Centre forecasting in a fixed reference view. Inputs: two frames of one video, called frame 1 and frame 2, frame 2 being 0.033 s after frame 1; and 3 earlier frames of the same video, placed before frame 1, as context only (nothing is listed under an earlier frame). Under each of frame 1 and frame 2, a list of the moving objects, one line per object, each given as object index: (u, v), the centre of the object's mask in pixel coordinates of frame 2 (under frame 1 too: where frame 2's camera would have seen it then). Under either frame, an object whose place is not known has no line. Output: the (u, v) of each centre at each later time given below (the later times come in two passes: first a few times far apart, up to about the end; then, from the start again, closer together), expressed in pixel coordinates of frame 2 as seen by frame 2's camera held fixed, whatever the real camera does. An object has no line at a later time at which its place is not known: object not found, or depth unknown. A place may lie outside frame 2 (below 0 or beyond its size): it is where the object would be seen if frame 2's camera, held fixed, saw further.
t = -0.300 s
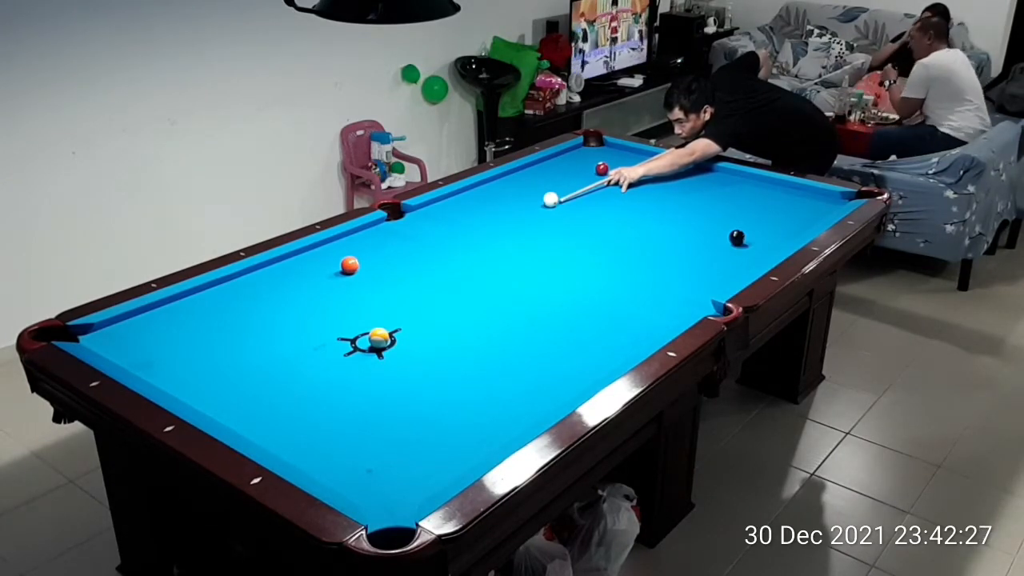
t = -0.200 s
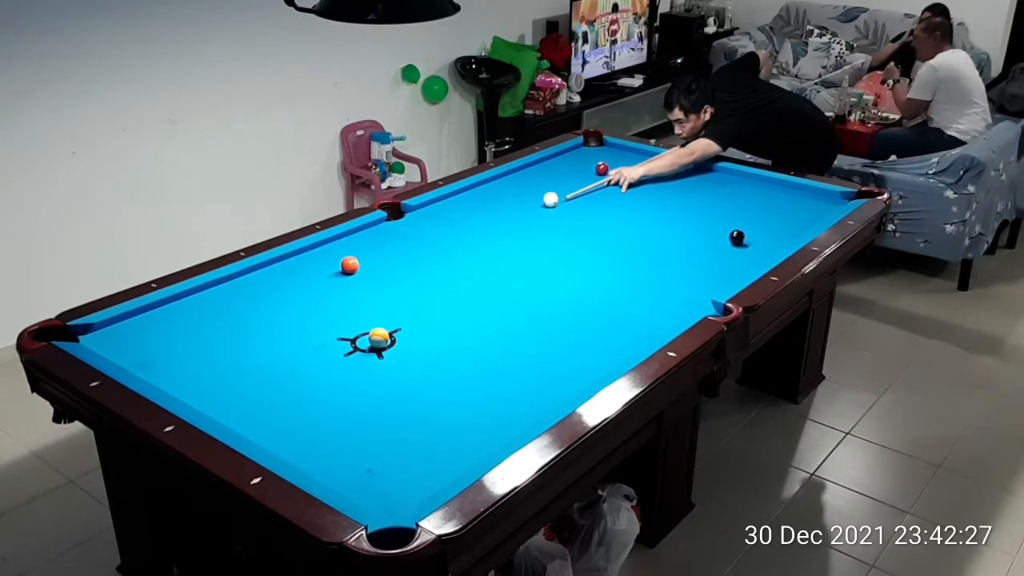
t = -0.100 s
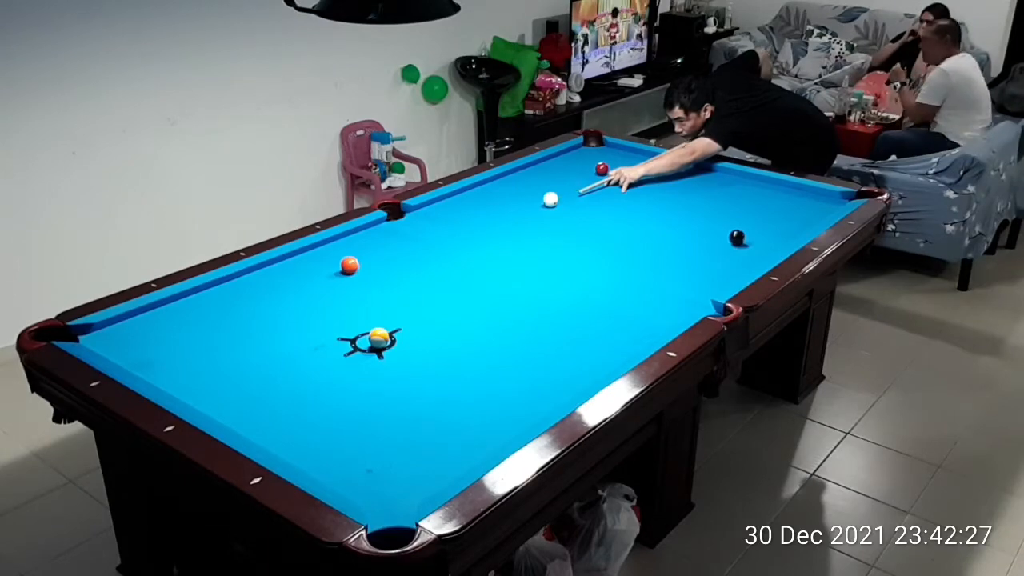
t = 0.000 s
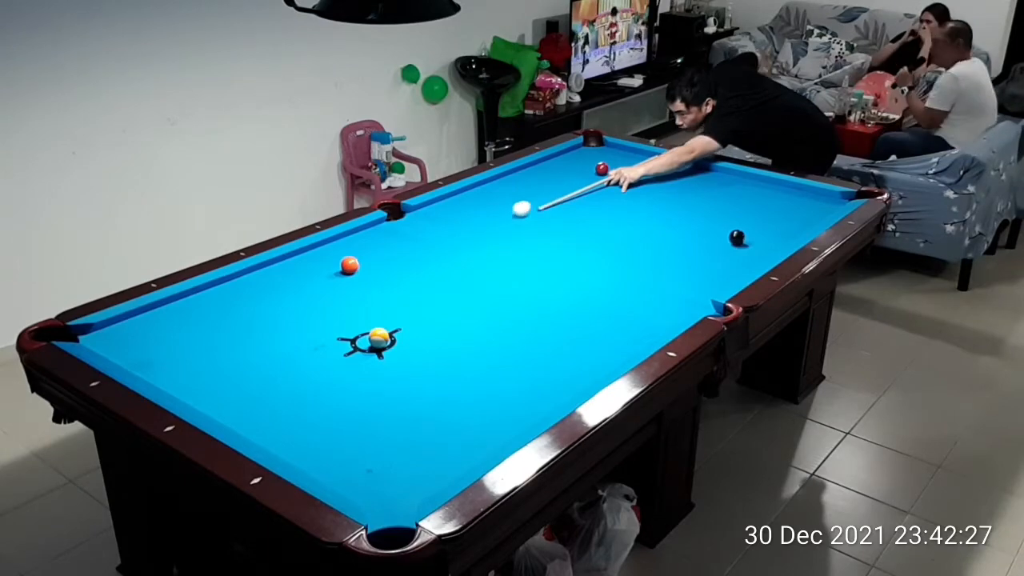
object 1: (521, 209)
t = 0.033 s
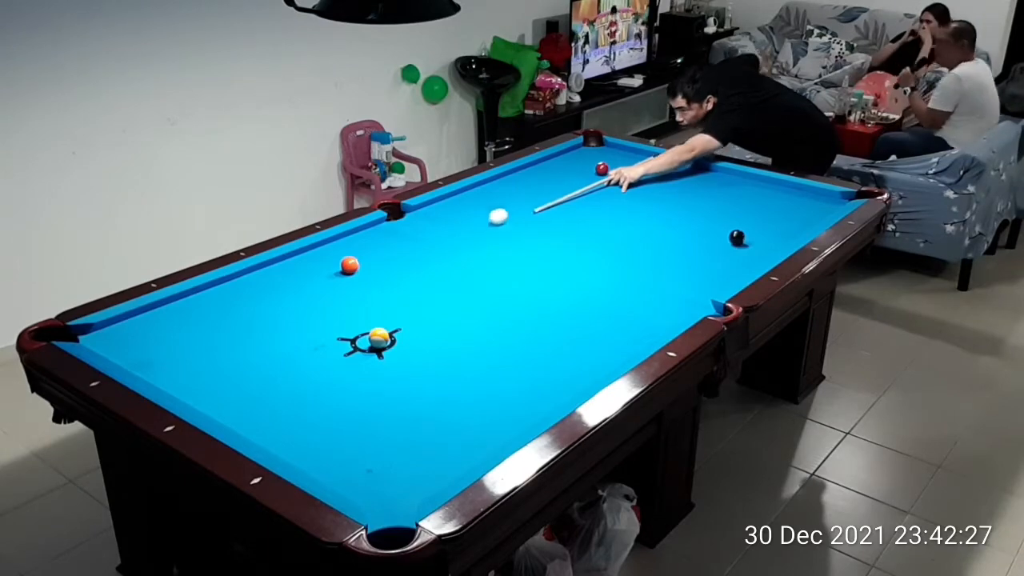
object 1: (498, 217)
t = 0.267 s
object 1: (367, 263)
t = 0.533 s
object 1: (384, 267)
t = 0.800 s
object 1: (399, 271)
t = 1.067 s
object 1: (413, 275)
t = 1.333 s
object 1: (425, 278)
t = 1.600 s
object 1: (436, 281)
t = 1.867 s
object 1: (445, 283)
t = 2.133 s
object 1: (454, 286)
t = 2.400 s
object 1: (461, 287)
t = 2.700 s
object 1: (466, 289)
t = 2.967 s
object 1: (469, 290)
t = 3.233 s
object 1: (471, 290)
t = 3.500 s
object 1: (471, 290)
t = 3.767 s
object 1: (471, 290)
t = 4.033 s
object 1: (471, 290)
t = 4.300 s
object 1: (471, 290)
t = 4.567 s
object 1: (471, 290)
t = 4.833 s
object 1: (474, 289)
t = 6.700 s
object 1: (471, 289)
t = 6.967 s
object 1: (471, 290)
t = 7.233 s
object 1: (471, 290)
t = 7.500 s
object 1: (471, 290)
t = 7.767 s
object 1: (471, 290)
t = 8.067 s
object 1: (471, 290)
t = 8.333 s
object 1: (471, 290)
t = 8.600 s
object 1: (471, 290)
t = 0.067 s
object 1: (474, 225)
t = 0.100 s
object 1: (450, 233)
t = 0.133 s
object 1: (425, 241)
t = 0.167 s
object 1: (401, 249)
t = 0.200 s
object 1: (376, 257)
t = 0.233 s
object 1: (366, 262)
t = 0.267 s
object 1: (367, 263)
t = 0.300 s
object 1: (369, 264)
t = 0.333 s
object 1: (372, 264)
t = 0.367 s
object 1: (374, 265)
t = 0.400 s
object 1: (376, 265)
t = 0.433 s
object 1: (378, 266)
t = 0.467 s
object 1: (380, 266)
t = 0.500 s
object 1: (382, 267)
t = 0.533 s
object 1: (384, 267)
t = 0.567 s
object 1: (386, 268)
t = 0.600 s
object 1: (388, 268)
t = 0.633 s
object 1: (390, 269)
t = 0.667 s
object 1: (391, 269)
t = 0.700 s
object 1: (393, 270)
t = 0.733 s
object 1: (395, 270)
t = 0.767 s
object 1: (397, 271)
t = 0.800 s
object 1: (399, 271)
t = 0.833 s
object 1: (401, 272)
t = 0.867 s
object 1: (403, 272)
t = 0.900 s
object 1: (404, 272)
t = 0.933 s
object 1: (406, 273)
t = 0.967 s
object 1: (408, 273)
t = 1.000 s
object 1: (409, 274)
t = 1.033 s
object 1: (411, 274)
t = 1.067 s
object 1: (413, 275)
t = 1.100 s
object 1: (414, 275)
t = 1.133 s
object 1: (416, 275)
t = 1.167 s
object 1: (417, 276)
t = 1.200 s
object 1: (419, 276)
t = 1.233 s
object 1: (421, 277)
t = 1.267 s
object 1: (422, 277)
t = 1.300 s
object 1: (424, 277)
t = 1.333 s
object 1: (425, 278)
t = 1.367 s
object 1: (426, 278)
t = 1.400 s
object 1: (428, 279)
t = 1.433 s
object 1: (429, 279)
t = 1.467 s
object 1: (431, 279)
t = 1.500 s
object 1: (432, 280)
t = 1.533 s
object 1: (433, 280)
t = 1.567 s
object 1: (435, 281)
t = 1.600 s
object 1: (436, 281)
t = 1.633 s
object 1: (437, 281)
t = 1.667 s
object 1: (438, 282)
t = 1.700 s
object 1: (439, 282)
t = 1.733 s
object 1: (441, 282)
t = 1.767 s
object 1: (442, 283)
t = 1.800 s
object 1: (443, 283)
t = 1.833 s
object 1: (444, 283)
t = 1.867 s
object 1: (445, 283)
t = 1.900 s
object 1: (446, 284)
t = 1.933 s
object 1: (448, 284)
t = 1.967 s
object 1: (448, 284)
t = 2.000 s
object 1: (449, 285)
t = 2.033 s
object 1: (451, 285)
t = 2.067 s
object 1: (452, 285)
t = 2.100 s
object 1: (453, 286)
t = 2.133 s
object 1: (454, 286)
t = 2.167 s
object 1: (455, 286)
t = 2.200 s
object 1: (456, 286)
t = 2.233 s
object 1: (457, 287)
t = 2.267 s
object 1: (458, 287)
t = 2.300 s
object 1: (458, 287)
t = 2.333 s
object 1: (459, 287)
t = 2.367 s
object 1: (460, 287)
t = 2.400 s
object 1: (461, 287)
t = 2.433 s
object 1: (461, 288)
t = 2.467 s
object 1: (462, 288)
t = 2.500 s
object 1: (463, 288)
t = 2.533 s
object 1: (463, 288)
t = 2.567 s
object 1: (464, 288)
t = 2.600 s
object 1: (464, 289)
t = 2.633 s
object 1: (465, 289)
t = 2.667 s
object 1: (466, 289)
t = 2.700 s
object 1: (466, 289)
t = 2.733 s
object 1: (466, 289)
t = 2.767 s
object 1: (467, 289)
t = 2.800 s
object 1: (467, 289)
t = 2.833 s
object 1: (468, 289)
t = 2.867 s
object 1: (468, 289)
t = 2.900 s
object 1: (469, 289)
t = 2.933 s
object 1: (469, 289)
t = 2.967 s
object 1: (469, 290)
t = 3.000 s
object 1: (469, 290)
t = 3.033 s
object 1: (470, 290)
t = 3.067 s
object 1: (470, 290)
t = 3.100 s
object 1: (470, 290)
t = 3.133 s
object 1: (471, 290)
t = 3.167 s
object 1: (471, 290)
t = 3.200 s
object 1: (471, 290)
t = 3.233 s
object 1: (471, 290)
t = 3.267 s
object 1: (471, 290)
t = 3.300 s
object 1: (471, 290)
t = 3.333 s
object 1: (471, 290)
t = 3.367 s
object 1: (471, 290)
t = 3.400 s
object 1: (471, 290)
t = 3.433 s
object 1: (471, 290)
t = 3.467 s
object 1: (471, 290)
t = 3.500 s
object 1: (471, 290)
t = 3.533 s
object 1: (471, 290)
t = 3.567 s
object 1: (471, 290)
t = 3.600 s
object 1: (471, 290)
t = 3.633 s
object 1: (471, 290)
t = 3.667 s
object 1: (471, 290)
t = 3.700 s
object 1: (471, 290)
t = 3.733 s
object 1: (471, 290)
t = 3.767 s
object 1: (471, 290)
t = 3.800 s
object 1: (471, 290)
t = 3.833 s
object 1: (471, 290)
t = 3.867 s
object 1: (471, 290)
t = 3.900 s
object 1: (471, 290)
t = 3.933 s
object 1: (471, 290)
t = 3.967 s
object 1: (471, 290)
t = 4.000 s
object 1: (471, 290)
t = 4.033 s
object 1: (471, 290)
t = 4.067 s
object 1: (471, 290)
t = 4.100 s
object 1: (471, 290)
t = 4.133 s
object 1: (471, 290)
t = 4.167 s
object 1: (471, 290)
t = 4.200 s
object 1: (471, 290)
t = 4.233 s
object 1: (471, 290)
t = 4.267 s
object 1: (471, 290)
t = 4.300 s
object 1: (471, 290)
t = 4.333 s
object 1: (471, 290)
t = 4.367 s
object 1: (471, 290)
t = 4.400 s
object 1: (471, 290)
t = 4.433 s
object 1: (471, 290)
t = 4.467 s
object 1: (471, 290)
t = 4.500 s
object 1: (471, 290)
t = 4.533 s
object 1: (471, 290)
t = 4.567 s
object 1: (471, 290)
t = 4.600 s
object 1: (471, 290)
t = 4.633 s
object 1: (471, 290)
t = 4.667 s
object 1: (471, 290)
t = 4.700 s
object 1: (470, 290)
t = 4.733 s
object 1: (471, 290)
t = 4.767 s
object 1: (471, 290)
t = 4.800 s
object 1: (468, 290)
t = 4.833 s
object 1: (474, 289)
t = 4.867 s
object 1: (471, 290)
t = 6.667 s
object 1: (471, 290)
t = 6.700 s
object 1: (471, 289)
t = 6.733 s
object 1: (471, 290)
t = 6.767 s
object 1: (471, 290)
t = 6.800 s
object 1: (471, 290)
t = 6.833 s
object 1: (471, 290)
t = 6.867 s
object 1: (471, 290)
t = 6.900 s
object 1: (471, 290)
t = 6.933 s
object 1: (471, 290)
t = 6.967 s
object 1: (471, 290)
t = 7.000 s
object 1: (471, 290)
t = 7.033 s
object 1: (471, 290)
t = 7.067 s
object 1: (471, 290)
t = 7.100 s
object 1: (471, 290)
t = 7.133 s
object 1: (471, 290)
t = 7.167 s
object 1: (471, 290)
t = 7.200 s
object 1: (471, 290)
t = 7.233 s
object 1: (471, 290)
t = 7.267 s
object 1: (471, 290)
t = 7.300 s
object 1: (471, 290)
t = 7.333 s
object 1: (471, 290)
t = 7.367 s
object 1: (471, 290)
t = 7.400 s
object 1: (471, 290)
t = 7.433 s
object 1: (471, 290)
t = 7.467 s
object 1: (471, 290)
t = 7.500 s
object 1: (471, 290)
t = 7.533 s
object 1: (471, 290)
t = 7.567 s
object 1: (471, 290)
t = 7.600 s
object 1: (471, 290)
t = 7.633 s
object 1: (471, 290)
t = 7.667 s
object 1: (471, 290)
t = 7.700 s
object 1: (471, 290)
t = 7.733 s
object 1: (471, 290)
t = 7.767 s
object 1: (471, 290)
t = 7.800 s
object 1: (471, 290)
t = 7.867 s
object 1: (471, 290)
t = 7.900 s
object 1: (471, 290)
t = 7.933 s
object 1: (471, 290)
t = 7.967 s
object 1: (471, 290)
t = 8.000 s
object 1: (471, 290)
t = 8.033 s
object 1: (471, 290)
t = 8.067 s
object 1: (471, 290)
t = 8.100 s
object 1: (471, 290)
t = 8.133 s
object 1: (471, 290)
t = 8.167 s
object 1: (471, 290)
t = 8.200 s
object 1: (471, 290)
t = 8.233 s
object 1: (471, 290)
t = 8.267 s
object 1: (471, 290)
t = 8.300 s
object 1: (471, 290)
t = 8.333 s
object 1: (471, 290)
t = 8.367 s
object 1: (471, 290)
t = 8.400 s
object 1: (471, 290)
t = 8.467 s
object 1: (471, 290)
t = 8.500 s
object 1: (471, 290)
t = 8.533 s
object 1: (471, 290)
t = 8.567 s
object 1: (471, 290)
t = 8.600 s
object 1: (471, 290)
